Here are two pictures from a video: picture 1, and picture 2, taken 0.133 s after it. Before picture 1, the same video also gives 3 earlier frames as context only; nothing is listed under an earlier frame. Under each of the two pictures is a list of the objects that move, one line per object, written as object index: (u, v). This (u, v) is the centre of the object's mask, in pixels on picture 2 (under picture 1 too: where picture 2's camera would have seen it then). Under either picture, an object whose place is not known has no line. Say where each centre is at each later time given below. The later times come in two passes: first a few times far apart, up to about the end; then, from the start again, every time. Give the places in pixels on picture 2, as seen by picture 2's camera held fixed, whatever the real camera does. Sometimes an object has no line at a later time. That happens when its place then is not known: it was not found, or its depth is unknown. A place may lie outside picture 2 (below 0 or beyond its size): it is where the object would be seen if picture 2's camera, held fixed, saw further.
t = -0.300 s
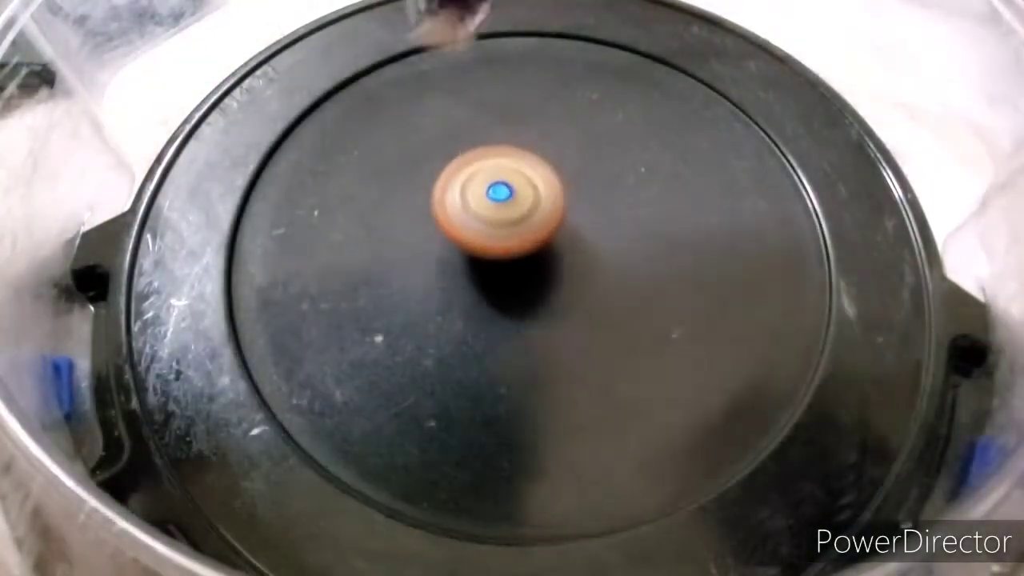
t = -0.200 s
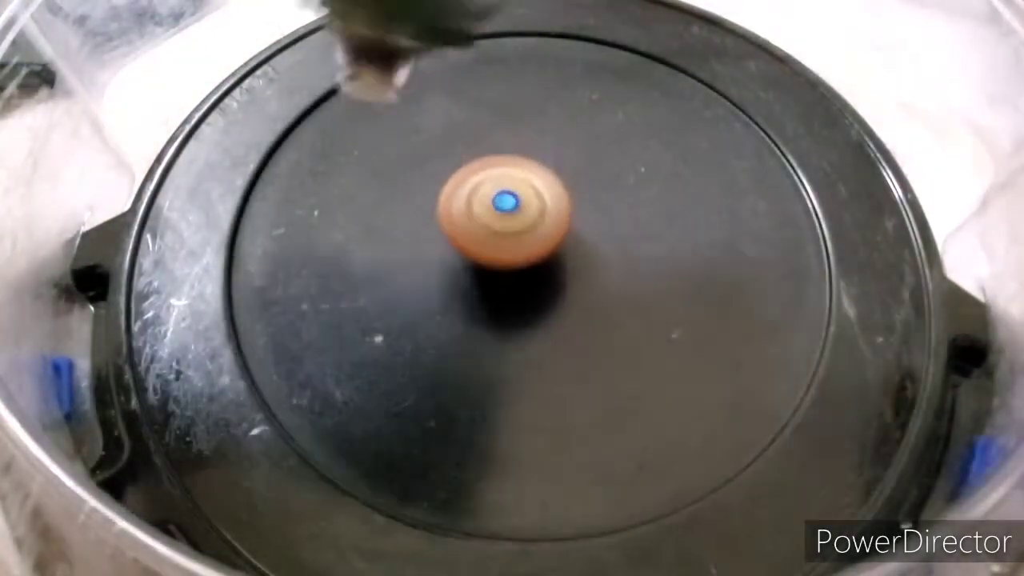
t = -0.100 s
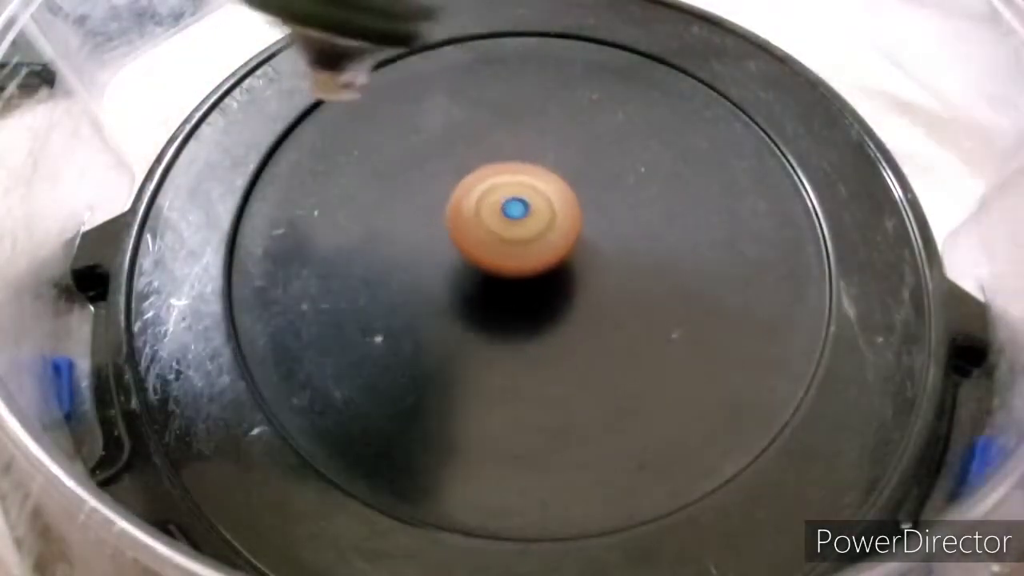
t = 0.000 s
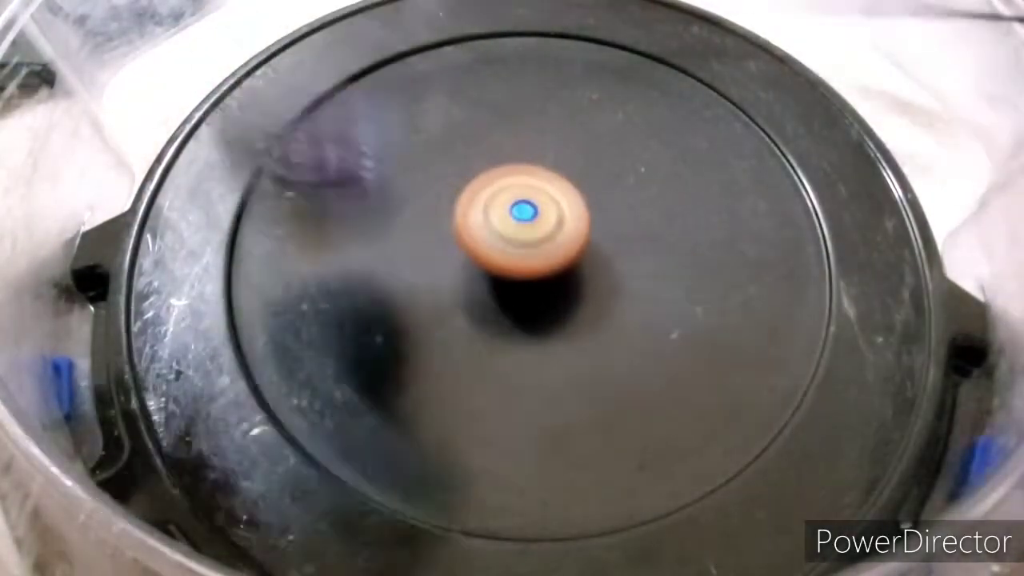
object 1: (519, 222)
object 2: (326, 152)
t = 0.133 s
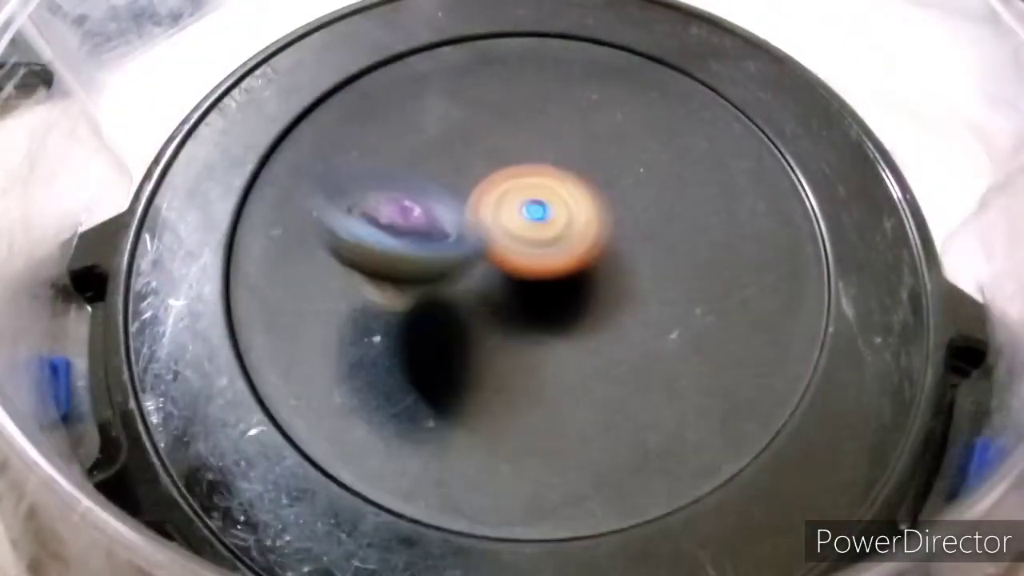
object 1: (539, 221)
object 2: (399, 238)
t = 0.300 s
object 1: (698, 211)
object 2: (381, 262)
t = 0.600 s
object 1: (635, 304)
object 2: (537, 200)
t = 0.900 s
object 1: (506, 279)
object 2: (546, 145)
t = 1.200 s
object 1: (449, 348)
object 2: (548, 31)
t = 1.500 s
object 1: (487, 313)
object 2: (456, 122)
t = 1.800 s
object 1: (514, 335)
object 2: (498, 191)
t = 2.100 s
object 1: (464, 388)
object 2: (589, 100)
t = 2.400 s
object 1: (522, 251)
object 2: (473, 107)
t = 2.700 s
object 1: (769, 248)
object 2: (441, 198)
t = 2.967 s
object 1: (681, 285)
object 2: (489, 244)
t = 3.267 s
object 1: (640, 255)
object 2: (532, 175)
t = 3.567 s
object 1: (621, 253)
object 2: (543, 146)
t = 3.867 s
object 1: (581, 286)
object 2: (492, 139)
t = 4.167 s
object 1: (534, 327)
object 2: (482, 126)
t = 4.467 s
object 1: (522, 351)
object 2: (496, 201)
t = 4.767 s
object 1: (570, 334)
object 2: (487, 146)
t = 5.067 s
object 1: (586, 266)
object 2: (510, 139)
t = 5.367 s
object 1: (584, 204)
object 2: (442, 205)
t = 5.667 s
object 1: (541, 159)
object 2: (428, 260)
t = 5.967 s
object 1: (493, 149)
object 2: (455, 253)
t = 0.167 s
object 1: (573, 218)
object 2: (396, 257)
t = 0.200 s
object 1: (615, 214)
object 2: (382, 269)
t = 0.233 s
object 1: (649, 210)
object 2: (376, 265)
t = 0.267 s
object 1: (678, 210)
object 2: (375, 264)
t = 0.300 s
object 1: (698, 211)
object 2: (381, 262)
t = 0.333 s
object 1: (713, 216)
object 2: (394, 257)
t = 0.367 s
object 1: (717, 223)
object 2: (408, 251)
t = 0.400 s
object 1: (719, 231)
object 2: (423, 244)
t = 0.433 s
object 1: (716, 242)
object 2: (442, 239)
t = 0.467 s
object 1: (707, 252)
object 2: (462, 232)
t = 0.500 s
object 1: (694, 265)
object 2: (481, 226)
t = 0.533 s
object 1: (676, 277)
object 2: (500, 218)
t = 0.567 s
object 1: (655, 290)
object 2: (519, 213)
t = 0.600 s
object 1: (635, 304)
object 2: (537, 200)
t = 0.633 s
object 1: (617, 321)
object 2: (548, 190)
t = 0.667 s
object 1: (597, 331)
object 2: (552, 184)
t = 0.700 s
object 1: (579, 335)
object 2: (559, 175)
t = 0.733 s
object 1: (560, 333)
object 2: (562, 165)
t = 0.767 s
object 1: (544, 326)
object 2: (559, 162)
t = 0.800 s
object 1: (532, 318)
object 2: (558, 158)
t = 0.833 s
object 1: (521, 305)
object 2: (554, 154)
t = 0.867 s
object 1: (513, 292)
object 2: (550, 151)
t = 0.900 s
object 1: (506, 279)
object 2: (546, 145)
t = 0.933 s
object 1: (504, 265)
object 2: (542, 143)
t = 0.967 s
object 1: (504, 252)
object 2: (536, 147)
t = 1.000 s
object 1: (496, 258)
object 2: (539, 139)
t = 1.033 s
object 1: (482, 288)
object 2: (546, 108)
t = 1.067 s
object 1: (470, 314)
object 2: (550, 85)
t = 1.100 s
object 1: (462, 335)
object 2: (550, 64)
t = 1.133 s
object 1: (456, 347)
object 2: (551, 45)
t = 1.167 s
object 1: (452, 352)
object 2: (552, 36)
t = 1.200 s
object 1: (449, 348)
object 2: (548, 31)
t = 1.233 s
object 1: (448, 337)
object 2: (541, 30)
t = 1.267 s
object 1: (449, 320)
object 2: (527, 43)
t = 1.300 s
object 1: (448, 300)
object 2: (513, 59)
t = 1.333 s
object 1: (448, 279)
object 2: (503, 79)
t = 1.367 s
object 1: (449, 261)
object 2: (491, 101)
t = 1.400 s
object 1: (452, 243)
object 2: (479, 123)
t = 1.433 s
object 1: (462, 258)
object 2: (471, 134)
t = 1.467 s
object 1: (475, 290)
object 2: (463, 124)
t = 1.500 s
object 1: (487, 313)
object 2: (456, 122)
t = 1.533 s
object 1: (497, 331)
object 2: (450, 118)
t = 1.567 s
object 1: (505, 342)
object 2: (450, 116)
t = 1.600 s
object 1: (510, 348)
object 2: (449, 119)
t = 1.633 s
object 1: (512, 351)
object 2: (452, 124)
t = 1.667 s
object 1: (512, 350)
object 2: (459, 130)
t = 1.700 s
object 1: (512, 348)
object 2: (465, 143)
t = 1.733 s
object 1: (512, 345)
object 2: (475, 157)
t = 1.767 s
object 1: (512, 340)
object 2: (485, 173)
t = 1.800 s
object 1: (514, 335)
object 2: (498, 191)
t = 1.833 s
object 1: (515, 333)
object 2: (509, 207)
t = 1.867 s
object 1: (510, 365)
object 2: (526, 200)
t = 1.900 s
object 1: (503, 399)
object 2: (545, 185)
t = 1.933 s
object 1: (496, 419)
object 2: (559, 170)
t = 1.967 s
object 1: (491, 428)
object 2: (573, 155)
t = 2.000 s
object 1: (484, 426)
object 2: (580, 139)
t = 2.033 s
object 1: (477, 417)
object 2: (585, 124)
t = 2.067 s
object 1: (469, 404)
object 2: (588, 115)
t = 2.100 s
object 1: (464, 388)
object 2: (589, 100)
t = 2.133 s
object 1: (461, 369)
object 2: (584, 94)
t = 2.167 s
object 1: (461, 351)
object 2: (575, 88)
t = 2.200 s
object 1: (462, 333)
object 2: (564, 84)
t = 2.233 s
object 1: (466, 317)
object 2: (548, 84)
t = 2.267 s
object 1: (470, 300)
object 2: (530, 86)
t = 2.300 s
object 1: (479, 287)
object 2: (511, 90)
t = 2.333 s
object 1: (492, 273)
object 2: (494, 94)
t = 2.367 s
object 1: (505, 262)
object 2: (483, 101)
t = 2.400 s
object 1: (522, 251)
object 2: (473, 107)
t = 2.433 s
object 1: (539, 243)
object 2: (467, 114)
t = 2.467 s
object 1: (557, 235)
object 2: (468, 129)
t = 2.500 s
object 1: (575, 231)
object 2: (470, 143)
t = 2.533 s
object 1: (594, 227)
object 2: (474, 157)
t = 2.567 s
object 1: (638, 231)
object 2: (463, 168)
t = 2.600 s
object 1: (687, 235)
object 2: (450, 173)
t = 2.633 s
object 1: (725, 238)
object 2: (443, 180)
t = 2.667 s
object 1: (749, 241)
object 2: (441, 188)
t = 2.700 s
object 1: (769, 248)
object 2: (441, 198)
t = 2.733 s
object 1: (779, 257)
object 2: (444, 207)
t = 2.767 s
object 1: (780, 267)
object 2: (450, 218)
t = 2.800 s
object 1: (773, 276)
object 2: (456, 223)
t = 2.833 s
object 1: (760, 283)
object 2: (461, 231)
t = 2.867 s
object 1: (743, 287)
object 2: (468, 236)
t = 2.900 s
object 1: (724, 288)
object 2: (475, 239)
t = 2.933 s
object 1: (703, 288)
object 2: (483, 242)
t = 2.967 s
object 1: (681, 285)
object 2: (489, 244)
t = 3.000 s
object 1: (659, 281)
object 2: (498, 242)
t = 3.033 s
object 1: (643, 279)
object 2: (504, 237)
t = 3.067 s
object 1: (644, 282)
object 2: (503, 221)
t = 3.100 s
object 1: (643, 283)
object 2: (501, 211)
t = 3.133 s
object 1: (643, 281)
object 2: (503, 200)
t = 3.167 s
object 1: (644, 274)
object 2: (509, 193)
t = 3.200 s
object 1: (641, 269)
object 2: (517, 186)
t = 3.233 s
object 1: (640, 263)
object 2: (525, 180)
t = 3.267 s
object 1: (640, 255)
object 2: (532, 175)
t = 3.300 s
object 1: (642, 255)
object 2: (538, 166)
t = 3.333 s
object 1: (650, 258)
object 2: (540, 158)
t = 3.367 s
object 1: (652, 258)
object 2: (540, 150)
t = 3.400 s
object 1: (652, 259)
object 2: (541, 144)
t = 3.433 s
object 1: (650, 256)
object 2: (543, 143)
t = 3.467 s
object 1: (643, 252)
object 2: (544, 144)
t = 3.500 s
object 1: (634, 249)
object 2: (544, 145)
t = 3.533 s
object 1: (627, 247)
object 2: (544, 146)
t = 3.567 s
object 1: (621, 253)
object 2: (543, 146)
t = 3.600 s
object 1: (614, 258)
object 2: (541, 147)
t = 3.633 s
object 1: (608, 258)
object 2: (538, 148)
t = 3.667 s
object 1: (602, 263)
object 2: (535, 150)
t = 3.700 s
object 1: (603, 280)
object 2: (522, 143)
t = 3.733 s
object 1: (603, 291)
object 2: (513, 137)
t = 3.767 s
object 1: (600, 296)
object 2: (506, 134)
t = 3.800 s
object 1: (596, 297)
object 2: (498, 134)
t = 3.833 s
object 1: (590, 294)
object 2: (494, 136)
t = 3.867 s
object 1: (581, 286)
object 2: (492, 139)
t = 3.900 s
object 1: (569, 279)
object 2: (492, 145)
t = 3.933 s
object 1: (557, 273)
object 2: (494, 152)
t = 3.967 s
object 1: (556, 285)
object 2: (495, 147)
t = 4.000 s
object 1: (557, 301)
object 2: (489, 135)
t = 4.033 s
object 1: (554, 312)
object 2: (485, 127)
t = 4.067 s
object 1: (551, 319)
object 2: (482, 121)
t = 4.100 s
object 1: (547, 323)
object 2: (481, 120)
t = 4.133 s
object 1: (542, 325)
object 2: (480, 121)
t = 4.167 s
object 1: (534, 327)
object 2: (482, 126)
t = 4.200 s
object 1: (530, 329)
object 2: (484, 134)
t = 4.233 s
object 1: (525, 329)
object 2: (487, 146)
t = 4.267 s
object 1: (522, 328)
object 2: (489, 157)
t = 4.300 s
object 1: (518, 327)
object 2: (493, 173)
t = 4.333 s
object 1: (514, 326)
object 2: (496, 189)
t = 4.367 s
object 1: (516, 338)
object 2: (498, 195)
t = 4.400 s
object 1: (520, 349)
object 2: (496, 196)
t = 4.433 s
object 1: (522, 352)
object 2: (496, 198)
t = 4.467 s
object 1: (522, 351)
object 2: (496, 201)
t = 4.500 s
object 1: (521, 347)
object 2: (496, 204)
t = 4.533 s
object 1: (521, 342)
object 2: (497, 207)
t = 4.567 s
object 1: (523, 340)
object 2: (497, 206)
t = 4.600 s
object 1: (524, 334)
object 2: (497, 204)
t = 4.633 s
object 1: (527, 328)
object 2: (498, 200)
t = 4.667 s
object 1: (539, 334)
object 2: (495, 186)
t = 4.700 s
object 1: (555, 340)
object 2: (488, 170)
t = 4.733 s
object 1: (565, 339)
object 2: (487, 156)
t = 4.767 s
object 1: (570, 334)
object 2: (487, 146)
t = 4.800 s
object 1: (574, 328)
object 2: (491, 137)
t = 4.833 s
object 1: (577, 321)
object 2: (496, 134)
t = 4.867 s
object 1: (579, 314)
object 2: (501, 132)
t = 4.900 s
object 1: (581, 306)
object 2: (505, 132)
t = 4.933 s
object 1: (583, 298)
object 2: (507, 131)
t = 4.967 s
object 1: (585, 289)
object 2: (510, 131)
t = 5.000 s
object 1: (585, 281)
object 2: (510, 132)
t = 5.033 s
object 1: (586, 274)
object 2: (511, 136)
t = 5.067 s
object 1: (586, 266)
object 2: (510, 139)
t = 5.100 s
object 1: (587, 258)
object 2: (508, 146)
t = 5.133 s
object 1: (587, 250)
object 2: (503, 152)
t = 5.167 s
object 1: (586, 243)
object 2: (498, 158)
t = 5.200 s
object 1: (591, 238)
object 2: (486, 164)
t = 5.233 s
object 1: (592, 232)
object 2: (475, 170)
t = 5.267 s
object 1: (590, 225)
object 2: (465, 177)
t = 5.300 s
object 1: (590, 218)
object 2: (457, 187)
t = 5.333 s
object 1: (588, 211)
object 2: (449, 196)
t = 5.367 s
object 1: (584, 204)
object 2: (442, 205)
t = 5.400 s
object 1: (581, 198)
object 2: (437, 214)
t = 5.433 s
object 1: (577, 192)
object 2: (432, 223)
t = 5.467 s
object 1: (573, 186)
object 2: (428, 231)
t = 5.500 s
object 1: (568, 180)
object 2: (426, 239)
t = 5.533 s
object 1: (563, 175)
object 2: (425, 245)
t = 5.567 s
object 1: (558, 171)
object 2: (425, 251)
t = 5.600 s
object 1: (553, 167)
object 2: (425, 256)
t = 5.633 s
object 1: (547, 163)
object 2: (427, 258)
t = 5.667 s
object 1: (541, 159)
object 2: (428, 260)
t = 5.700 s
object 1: (536, 157)
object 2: (431, 261)
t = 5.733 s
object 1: (530, 154)
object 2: (435, 260)
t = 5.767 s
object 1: (525, 153)
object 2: (438, 259)
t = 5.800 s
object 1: (519, 151)
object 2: (441, 258)
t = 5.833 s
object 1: (513, 150)
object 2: (442, 257)
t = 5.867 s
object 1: (508, 149)
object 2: (444, 256)
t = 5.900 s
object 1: (503, 149)
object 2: (447, 255)
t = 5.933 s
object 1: (498, 149)
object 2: (450, 254)
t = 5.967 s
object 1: (493, 149)
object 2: (455, 253)
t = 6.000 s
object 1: (488, 148)
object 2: (460, 252)
